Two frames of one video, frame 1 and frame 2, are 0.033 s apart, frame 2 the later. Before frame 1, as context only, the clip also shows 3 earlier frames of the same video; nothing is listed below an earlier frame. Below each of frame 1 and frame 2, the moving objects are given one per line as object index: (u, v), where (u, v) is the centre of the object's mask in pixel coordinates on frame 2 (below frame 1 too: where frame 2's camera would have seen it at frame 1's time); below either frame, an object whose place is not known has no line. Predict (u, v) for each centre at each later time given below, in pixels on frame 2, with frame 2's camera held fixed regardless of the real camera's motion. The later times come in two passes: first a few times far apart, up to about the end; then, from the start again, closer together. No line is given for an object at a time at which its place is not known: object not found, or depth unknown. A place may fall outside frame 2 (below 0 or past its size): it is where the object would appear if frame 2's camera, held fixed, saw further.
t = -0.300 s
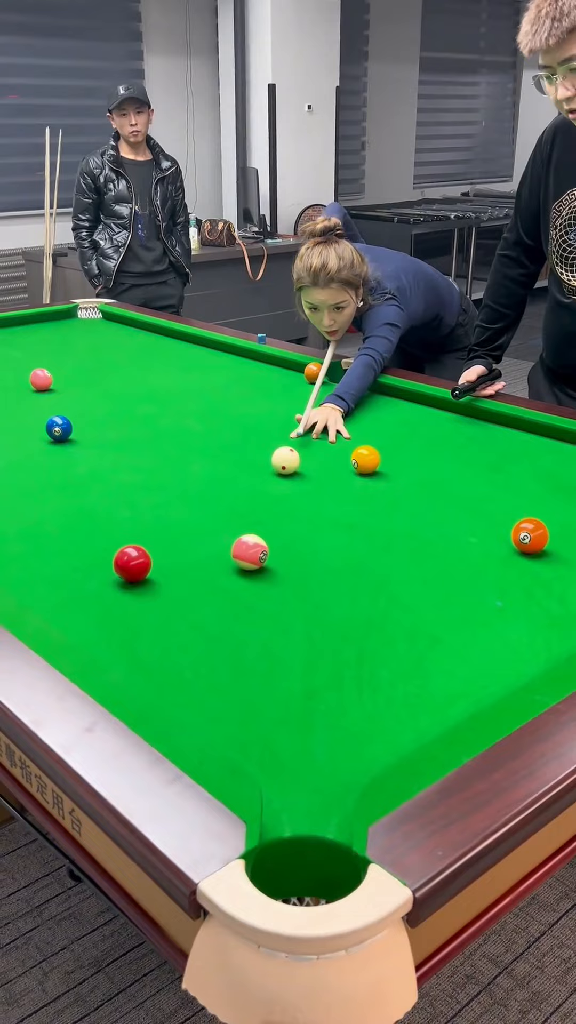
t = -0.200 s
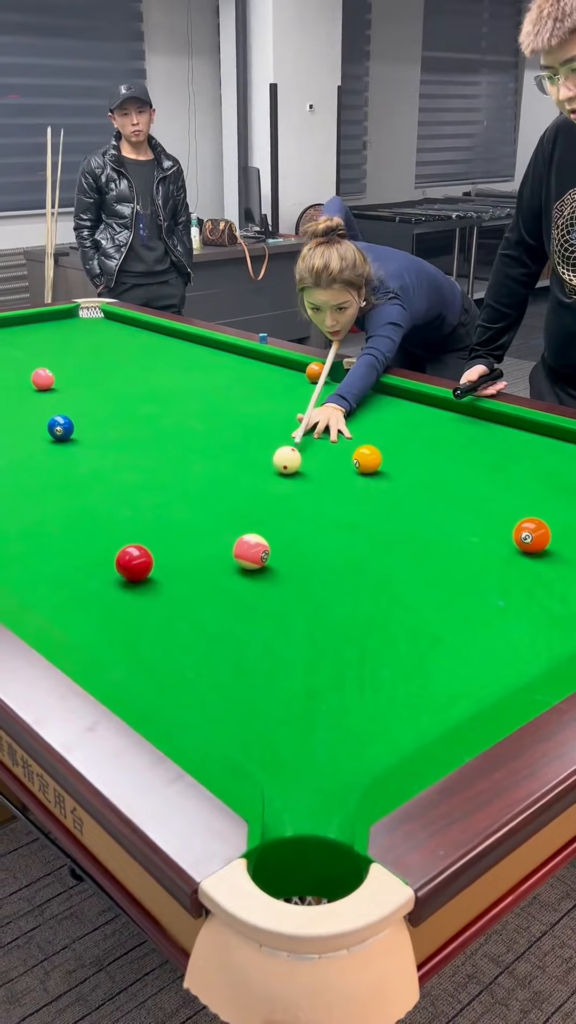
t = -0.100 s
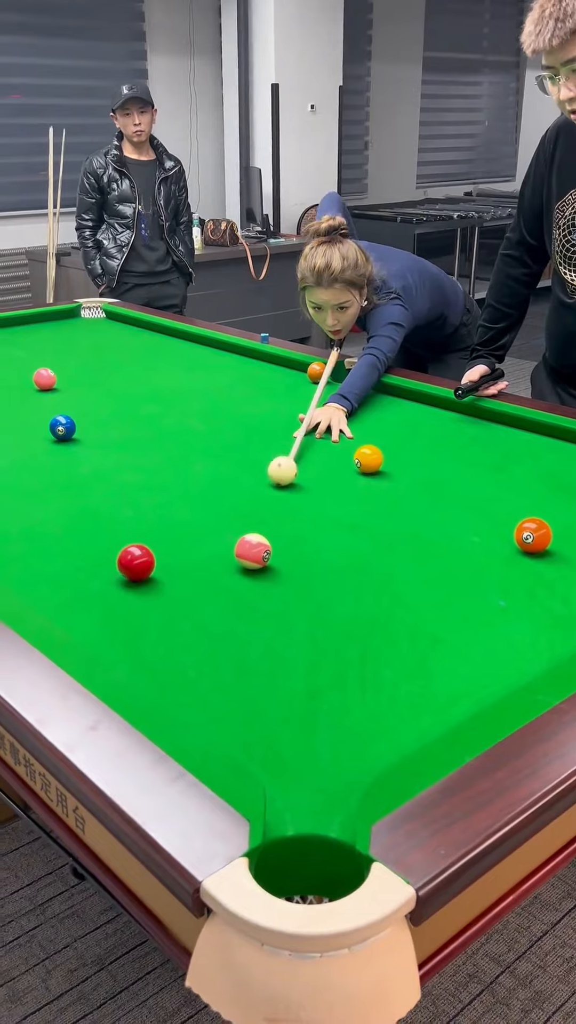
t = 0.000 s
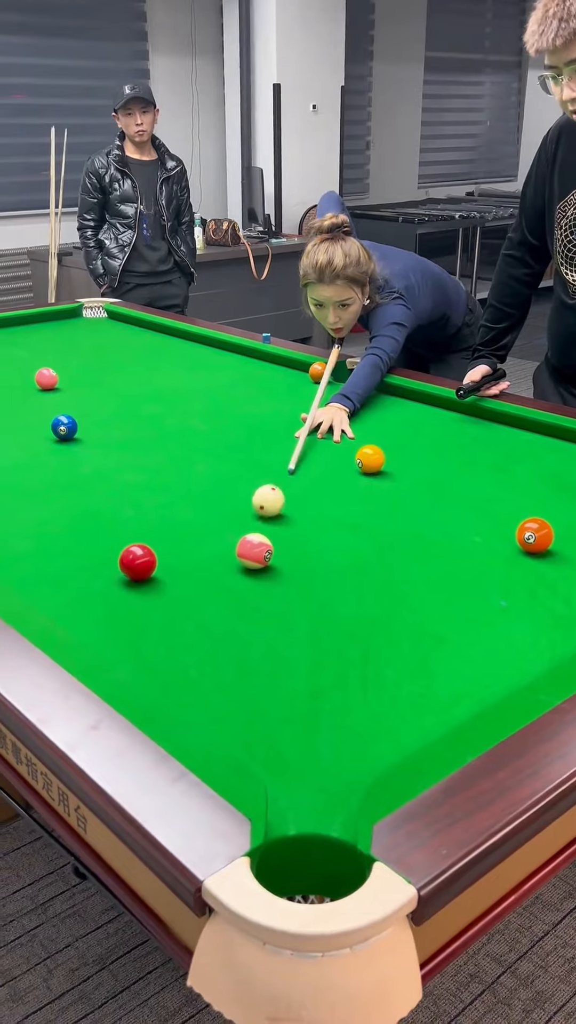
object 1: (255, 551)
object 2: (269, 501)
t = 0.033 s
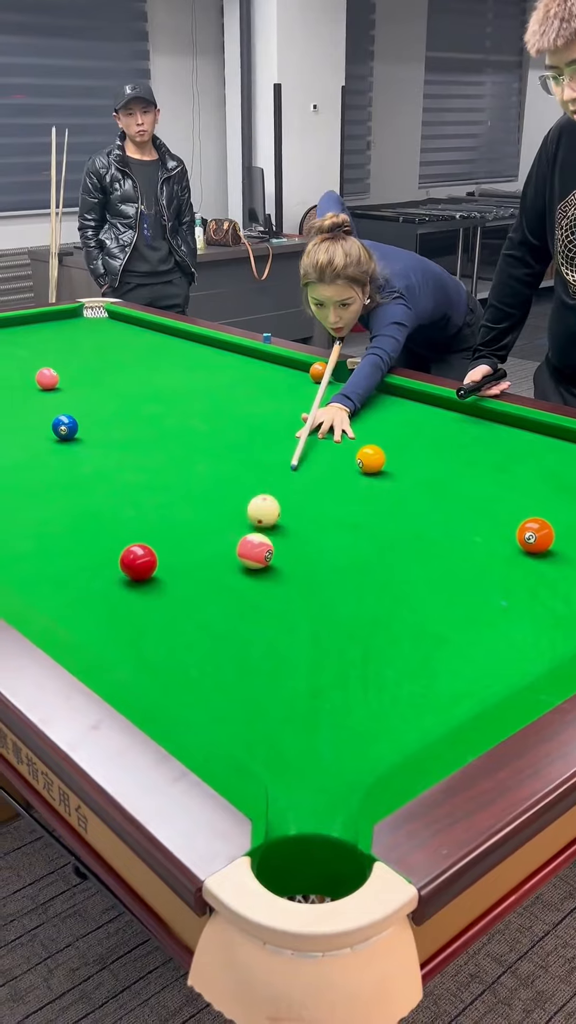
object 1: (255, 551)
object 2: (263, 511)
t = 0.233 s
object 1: (268, 586)
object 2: (227, 537)
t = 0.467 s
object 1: (293, 660)
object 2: (192, 535)
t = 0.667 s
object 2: (165, 533)
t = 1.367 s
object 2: (85, 527)
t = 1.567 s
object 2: (67, 524)
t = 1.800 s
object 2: (49, 522)
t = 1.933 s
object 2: (39, 521)
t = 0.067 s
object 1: (255, 551)
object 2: (258, 520)
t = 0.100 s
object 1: (255, 551)
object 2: (252, 526)
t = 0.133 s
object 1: (257, 556)
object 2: (244, 533)
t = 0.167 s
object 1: (260, 566)
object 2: (238, 537)
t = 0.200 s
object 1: (264, 576)
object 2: (232, 537)
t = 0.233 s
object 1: (268, 586)
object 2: (227, 537)
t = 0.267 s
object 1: (271, 596)
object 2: (222, 537)
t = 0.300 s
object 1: (275, 605)
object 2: (216, 537)
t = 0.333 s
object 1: (278, 616)
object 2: (212, 536)
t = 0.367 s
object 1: (281, 626)
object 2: (207, 536)
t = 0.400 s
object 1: (285, 637)
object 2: (202, 536)
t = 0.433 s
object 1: (289, 648)
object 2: (197, 535)
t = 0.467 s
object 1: (293, 660)
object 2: (192, 535)
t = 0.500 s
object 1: (297, 672)
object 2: (187, 535)
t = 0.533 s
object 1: (302, 685)
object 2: (183, 534)
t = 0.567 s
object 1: (306, 699)
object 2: (178, 534)
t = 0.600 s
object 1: (311, 713)
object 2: (174, 534)
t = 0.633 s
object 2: (169, 533)
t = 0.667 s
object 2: (165, 533)
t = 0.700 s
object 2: (160, 533)
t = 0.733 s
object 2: (156, 532)
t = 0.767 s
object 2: (152, 531)
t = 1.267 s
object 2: (95, 527)
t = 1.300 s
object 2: (92, 527)
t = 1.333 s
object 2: (88, 527)
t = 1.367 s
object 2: (85, 527)
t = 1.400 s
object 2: (82, 526)
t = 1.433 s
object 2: (79, 526)
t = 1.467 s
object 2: (76, 525)
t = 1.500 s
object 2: (73, 525)
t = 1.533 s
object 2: (70, 525)
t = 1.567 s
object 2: (67, 524)
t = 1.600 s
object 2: (64, 524)
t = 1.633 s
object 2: (61, 524)
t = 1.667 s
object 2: (59, 523)
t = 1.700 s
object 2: (56, 523)
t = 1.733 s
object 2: (54, 523)
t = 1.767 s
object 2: (51, 522)
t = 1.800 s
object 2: (49, 522)
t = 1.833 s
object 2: (46, 522)
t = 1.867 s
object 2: (44, 521)
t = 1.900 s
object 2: (41, 521)
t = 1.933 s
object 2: (39, 521)
